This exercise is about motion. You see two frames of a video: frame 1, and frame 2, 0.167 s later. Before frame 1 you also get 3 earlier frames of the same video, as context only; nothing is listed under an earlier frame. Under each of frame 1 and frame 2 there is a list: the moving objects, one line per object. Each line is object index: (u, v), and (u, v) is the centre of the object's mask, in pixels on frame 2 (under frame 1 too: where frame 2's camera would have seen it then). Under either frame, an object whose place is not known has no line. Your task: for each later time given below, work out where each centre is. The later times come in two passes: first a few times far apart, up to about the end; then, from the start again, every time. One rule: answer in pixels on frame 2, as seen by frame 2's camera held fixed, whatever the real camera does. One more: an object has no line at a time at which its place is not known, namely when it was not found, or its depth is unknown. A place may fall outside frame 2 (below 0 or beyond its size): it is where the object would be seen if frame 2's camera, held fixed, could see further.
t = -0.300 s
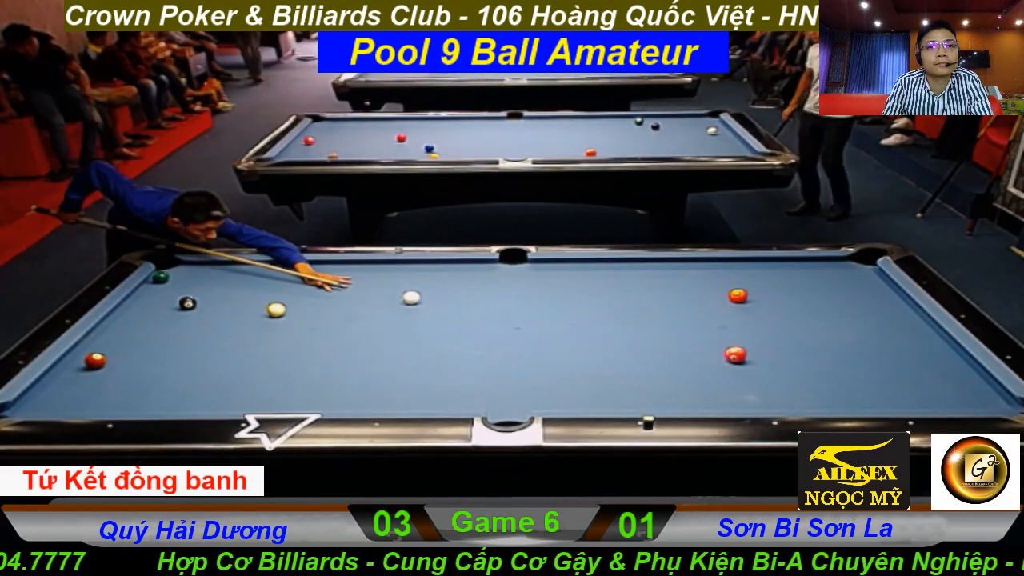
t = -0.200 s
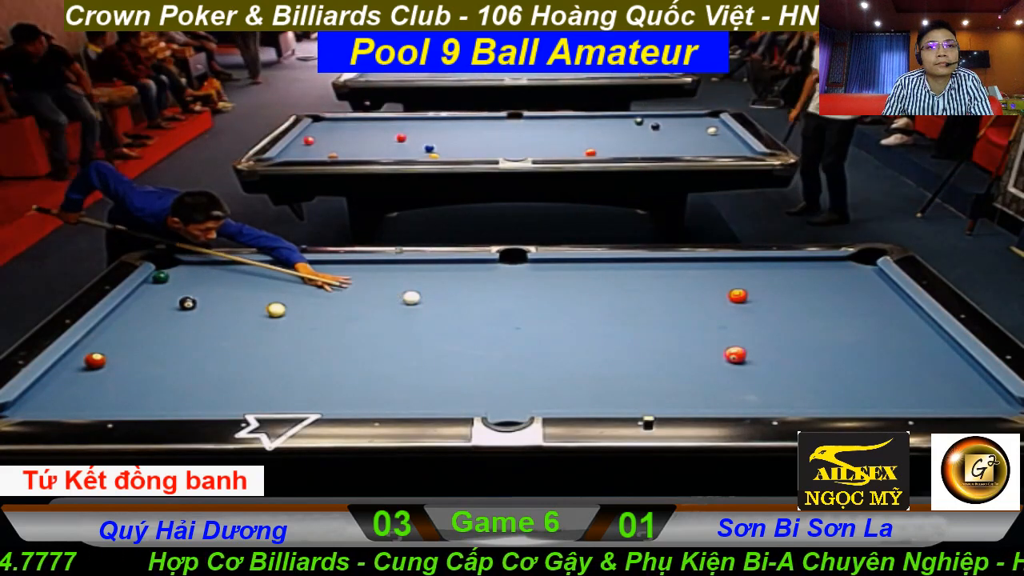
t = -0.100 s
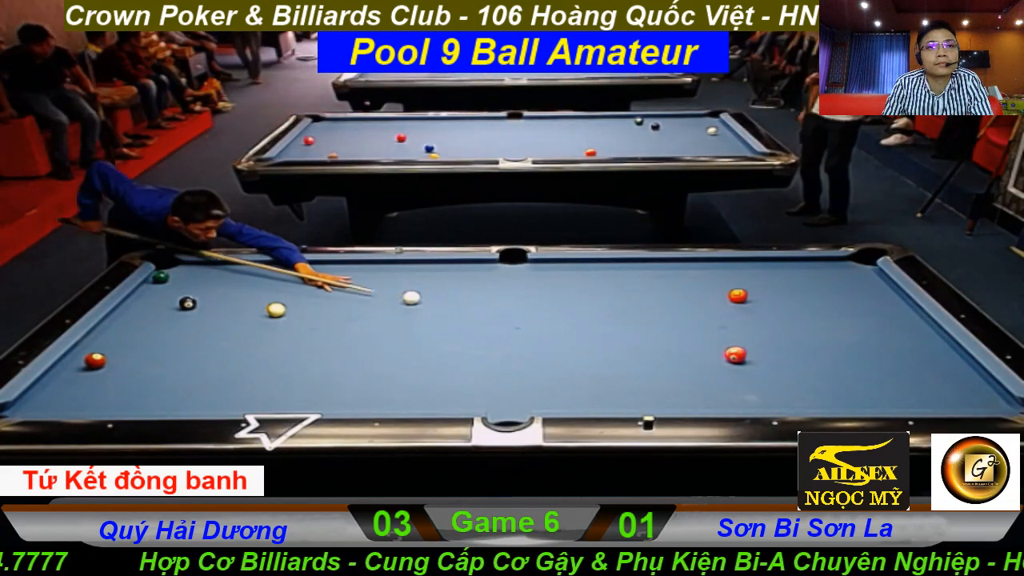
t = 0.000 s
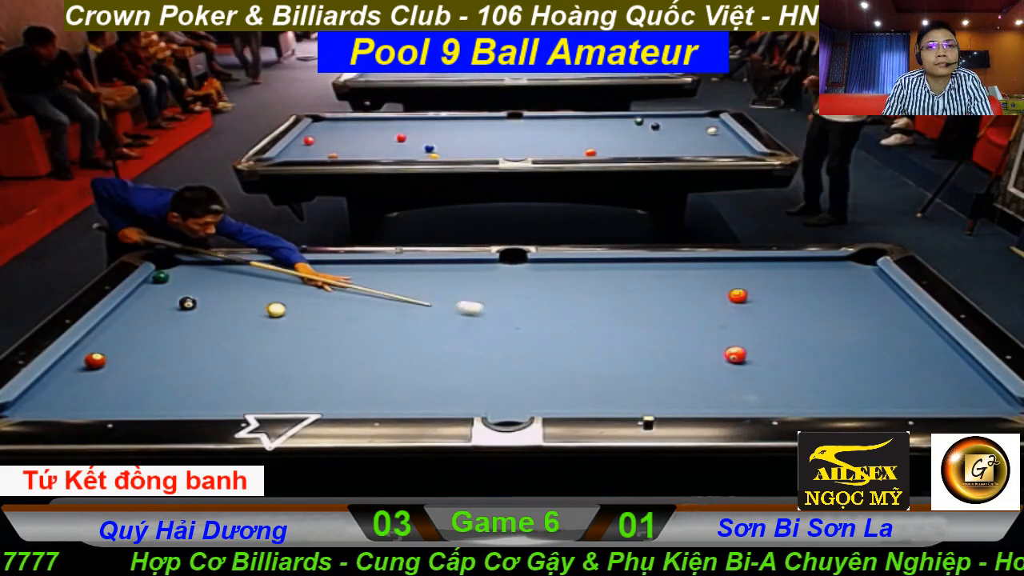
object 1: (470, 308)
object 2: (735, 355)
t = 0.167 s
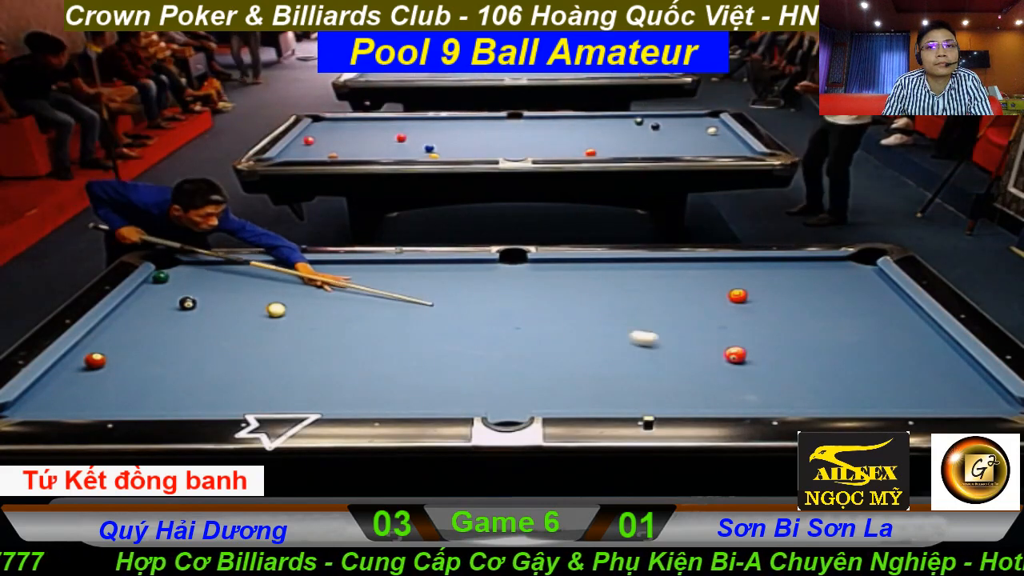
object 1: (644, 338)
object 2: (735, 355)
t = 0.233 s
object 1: (713, 350)
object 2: (737, 355)
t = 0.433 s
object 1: (714, 349)
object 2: (956, 396)
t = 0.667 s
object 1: (711, 347)
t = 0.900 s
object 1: (710, 346)
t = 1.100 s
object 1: (709, 344)
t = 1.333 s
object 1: (708, 344)
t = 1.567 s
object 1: (708, 344)
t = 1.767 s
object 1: (708, 344)
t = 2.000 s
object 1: (708, 344)
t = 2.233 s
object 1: (708, 344)
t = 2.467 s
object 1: (708, 344)
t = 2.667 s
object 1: (708, 344)
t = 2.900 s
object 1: (708, 344)
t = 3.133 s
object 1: (708, 344)
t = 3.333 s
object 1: (708, 344)
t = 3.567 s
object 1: (708, 344)
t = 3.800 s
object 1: (708, 344)
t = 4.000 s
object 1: (708, 344)
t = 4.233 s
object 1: (708, 344)
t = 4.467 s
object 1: (708, 344)
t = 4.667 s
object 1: (708, 344)
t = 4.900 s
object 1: (708, 344)
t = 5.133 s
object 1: (708, 344)
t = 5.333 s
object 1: (708, 344)
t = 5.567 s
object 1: (708, 344)
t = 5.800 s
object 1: (708, 344)
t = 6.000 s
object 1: (708, 344)
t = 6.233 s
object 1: (708, 344)
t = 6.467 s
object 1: (708, 344)
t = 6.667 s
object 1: (708, 344)
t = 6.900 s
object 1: (708, 344)
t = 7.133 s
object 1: (708, 344)
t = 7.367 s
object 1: (708, 344)
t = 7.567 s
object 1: (708, 344)
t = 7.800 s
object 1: (708, 344)
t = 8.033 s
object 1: (708, 344)
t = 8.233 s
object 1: (708, 344)
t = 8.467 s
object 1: (708, 344)
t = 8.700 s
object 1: (708, 344)
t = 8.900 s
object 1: (708, 344)
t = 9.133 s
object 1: (708, 344)
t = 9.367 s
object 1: (708, 344)
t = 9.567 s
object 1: (708, 344)
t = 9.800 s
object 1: (708, 344)
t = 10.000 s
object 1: (708, 344)
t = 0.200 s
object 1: (680, 345)
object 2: (735, 355)
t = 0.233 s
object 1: (713, 350)
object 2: (737, 355)
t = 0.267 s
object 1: (716, 351)
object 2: (771, 361)
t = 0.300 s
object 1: (716, 350)
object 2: (808, 368)
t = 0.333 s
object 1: (715, 350)
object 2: (844, 375)
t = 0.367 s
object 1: (715, 350)
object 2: (881, 382)
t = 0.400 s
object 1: (714, 349)
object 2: (919, 389)
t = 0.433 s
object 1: (714, 349)
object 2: (956, 396)
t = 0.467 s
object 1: (714, 349)
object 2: (994, 401)
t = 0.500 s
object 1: (713, 348)
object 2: (1019, 407)
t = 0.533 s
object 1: (713, 348)
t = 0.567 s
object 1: (712, 348)
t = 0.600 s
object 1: (712, 348)
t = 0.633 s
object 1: (712, 347)
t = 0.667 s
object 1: (711, 347)
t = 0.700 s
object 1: (711, 347)
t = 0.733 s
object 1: (711, 346)
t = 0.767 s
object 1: (711, 346)
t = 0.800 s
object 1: (710, 346)
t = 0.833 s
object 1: (710, 346)
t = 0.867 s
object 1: (710, 346)
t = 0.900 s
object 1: (710, 346)
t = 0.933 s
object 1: (710, 345)
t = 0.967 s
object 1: (710, 345)
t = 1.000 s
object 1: (709, 345)
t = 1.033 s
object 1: (709, 345)
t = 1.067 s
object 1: (709, 345)
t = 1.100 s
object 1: (709, 344)
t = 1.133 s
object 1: (709, 344)
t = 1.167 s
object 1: (709, 344)
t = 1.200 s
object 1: (709, 344)
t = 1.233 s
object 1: (709, 344)
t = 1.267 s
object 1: (708, 344)
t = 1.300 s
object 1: (708, 344)
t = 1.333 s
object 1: (708, 344)
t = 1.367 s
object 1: (708, 344)
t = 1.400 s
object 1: (708, 344)
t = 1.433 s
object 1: (708, 344)
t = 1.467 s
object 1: (708, 344)
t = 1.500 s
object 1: (708, 344)
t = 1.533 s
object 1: (708, 344)
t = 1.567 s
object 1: (708, 344)
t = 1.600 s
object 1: (708, 344)
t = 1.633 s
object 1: (708, 344)
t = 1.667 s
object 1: (708, 344)
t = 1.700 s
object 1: (708, 344)
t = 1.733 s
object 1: (708, 344)
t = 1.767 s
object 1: (708, 344)
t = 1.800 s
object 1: (708, 344)
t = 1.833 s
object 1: (708, 344)
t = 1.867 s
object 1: (708, 344)
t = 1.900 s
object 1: (708, 344)
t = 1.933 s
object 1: (708, 344)
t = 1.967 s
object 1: (708, 344)
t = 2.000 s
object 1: (708, 344)
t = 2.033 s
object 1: (708, 344)
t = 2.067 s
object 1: (708, 344)
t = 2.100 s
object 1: (708, 344)
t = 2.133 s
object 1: (708, 344)
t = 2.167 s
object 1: (708, 344)
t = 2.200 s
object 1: (708, 344)
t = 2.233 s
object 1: (708, 344)
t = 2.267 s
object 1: (708, 344)
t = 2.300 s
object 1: (708, 344)
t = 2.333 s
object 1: (708, 344)
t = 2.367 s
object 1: (708, 344)
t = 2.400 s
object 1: (708, 344)
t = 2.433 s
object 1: (708, 344)
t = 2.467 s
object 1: (708, 344)
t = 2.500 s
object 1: (708, 344)
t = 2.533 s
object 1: (708, 344)
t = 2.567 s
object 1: (708, 344)
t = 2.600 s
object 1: (708, 344)
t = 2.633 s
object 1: (708, 344)
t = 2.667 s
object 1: (708, 344)
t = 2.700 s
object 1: (708, 344)
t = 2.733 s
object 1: (708, 344)
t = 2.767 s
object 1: (708, 344)
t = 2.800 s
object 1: (708, 344)
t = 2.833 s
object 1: (708, 344)
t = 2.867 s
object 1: (708, 344)
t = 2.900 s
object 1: (708, 344)
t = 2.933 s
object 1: (708, 344)
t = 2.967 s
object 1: (708, 344)
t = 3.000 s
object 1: (708, 344)
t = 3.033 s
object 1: (708, 344)
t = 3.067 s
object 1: (708, 344)
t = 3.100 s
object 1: (708, 344)
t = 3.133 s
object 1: (708, 344)
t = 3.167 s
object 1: (708, 344)
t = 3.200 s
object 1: (708, 344)
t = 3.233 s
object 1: (708, 344)
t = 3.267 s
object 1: (708, 344)
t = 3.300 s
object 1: (708, 344)
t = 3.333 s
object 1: (708, 344)
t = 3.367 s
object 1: (708, 344)
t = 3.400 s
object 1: (708, 344)
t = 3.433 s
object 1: (708, 344)
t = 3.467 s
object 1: (708, 344)
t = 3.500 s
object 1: (708, 344)
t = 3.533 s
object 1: (708, 344)
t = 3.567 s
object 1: (708, 344)
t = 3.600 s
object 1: (708, 344)
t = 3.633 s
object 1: (708, 344)
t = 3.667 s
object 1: (708, 344)
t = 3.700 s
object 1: (708, 344)
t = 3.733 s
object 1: (708, 344)
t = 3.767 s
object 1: (708, 344)
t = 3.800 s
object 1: (708, 344)
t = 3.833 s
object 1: (708, 344)
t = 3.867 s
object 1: (708, 344)
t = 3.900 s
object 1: (708, 344)
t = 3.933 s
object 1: (708, 344)
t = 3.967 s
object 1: (708, 344)
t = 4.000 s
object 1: (708, 344)
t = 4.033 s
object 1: (708, 344)
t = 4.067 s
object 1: (708, 344)
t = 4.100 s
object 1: (708, 344)
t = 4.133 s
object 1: (708, 344)
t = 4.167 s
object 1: (708, 344)
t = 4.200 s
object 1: (708, 344)
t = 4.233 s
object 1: (708, 344)
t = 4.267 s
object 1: (708, 344)
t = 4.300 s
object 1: (708, 344)
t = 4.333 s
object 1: (708, 344)
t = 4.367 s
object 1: (708, 344)
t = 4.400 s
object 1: (708, 344)
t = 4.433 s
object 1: (708, 344)
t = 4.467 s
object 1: (708, 344)
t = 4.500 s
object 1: (708, 344)
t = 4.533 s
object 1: (708, 344)
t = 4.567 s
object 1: (708, 344)
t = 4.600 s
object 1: (708, 344)
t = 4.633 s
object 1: (708, 344)
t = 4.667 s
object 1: (708, 344)
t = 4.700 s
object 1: (708, 344)
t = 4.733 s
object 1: (708, 344)
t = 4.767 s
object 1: (708, 344)
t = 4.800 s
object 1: (708, 344)
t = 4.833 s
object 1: (708, 344)
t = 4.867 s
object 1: (708, 344)
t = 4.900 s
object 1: (708, 344)
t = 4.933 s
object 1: (708, 344)
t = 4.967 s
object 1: (708, 344)
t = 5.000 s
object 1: (708, 344)
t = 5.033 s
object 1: (706, 344)
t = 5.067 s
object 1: (710, 345)
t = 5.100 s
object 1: (709, 344)
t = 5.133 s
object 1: (708, 344)
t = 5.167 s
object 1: (708, 344)
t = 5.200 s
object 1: (708, 344)
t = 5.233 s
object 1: (708, 344)
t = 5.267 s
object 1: (708, 344)
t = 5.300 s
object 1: (708, 344)
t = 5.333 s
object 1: (708, 344)
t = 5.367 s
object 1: (708, 344)
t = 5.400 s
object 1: (708, 344)
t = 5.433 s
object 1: (708, 344)
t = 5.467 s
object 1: (708, 344)
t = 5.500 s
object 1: (708, 344)
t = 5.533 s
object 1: (708, 344)
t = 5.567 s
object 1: (708, 344)
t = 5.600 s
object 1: (708, 344)
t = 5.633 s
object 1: (708, 344)
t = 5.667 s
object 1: (708, 344)
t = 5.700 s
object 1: (708, 344)
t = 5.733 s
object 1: (708, 344)
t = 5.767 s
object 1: (708, 344)
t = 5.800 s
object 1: (708, 344)
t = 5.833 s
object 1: (708, 344)
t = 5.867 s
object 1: (708, 344)
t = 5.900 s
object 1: (708, 344)
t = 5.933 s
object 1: (708, 344)
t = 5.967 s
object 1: (708, 344)
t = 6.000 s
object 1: (708, 344)
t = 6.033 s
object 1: (708, 344)
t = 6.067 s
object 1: (708, 344)
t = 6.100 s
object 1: (708, 344)
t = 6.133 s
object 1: (708, 344)
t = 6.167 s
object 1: (708, 344)
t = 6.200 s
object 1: (708, 344)
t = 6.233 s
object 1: (708, 344)
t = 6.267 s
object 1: (708, 344)
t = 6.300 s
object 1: (708, 344)
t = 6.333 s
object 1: (708, 344)
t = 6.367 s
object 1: (708, 344)
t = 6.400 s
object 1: (708, 344)
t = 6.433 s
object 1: (708, 344)
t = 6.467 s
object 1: (708, 344)
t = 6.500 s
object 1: (708, 344)
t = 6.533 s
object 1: (708, 344)
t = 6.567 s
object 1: (708, 344)
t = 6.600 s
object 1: (708, 344)
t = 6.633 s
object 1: (708, 344)
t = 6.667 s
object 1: (708, 344)
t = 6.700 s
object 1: (708, 344)
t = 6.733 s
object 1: (708, 344)
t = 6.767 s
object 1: (708, 344)
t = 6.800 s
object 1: (708, 344)
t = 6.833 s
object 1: (708, 344)
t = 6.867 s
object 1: (708, 344)
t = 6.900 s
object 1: (708, 344)
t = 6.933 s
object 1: (708, 344)
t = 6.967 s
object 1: (708, 344)
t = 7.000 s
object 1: (708, 344)
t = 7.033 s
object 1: (708, 344)
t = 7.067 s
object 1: (708, 344)
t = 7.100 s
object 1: (708, 344)
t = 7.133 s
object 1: (708, 344)
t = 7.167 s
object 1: (708, 344)
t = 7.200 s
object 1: (708, 344)
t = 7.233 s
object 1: (708, 344)
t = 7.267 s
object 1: (708, 344)
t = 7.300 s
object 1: (708, 344)
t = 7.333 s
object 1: (708, 344)
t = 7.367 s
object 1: (708, 344)
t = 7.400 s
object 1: (708, 344)
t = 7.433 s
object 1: (708, 344)
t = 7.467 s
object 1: (708, 344)
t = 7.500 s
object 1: (708, 344)
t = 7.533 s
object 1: (708, 344)
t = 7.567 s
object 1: (708, 344)
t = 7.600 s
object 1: (708, 344)
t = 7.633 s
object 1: (708, 344)
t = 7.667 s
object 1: (708, 344)
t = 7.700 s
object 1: (708, 344)
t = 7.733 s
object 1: (708, 344)
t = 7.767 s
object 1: (708, 344)
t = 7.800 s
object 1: (708, 344)
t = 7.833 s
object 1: (708, 344)
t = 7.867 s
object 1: (708, 344)
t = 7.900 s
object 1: (708, 344)
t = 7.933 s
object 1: (708, 344)
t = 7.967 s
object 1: (708, 344)
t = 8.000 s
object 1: (708, 344)
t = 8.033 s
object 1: (708, 344)
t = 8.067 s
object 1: (708, 344)
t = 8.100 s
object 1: (708, 344)
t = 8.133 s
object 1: (708, 344)
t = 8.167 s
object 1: (708, 344)
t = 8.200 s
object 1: (708, 344)
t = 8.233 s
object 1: (708, 344)
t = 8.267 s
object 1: (708, 344)
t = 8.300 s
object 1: (708, 344)
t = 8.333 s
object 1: (708, 344)
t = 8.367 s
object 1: (708, 344)
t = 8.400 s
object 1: (708, 344)
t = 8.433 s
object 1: (708, 344)
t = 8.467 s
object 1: (708, 344)
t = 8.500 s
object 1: (708, 344)
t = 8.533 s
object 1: (708, 344)
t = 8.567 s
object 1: (708, 344)
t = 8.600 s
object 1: (708, 344)
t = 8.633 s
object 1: (708, 344)
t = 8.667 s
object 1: (708, 344)
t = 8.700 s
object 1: (708, 344)
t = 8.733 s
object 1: (708, 344)
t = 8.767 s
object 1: (708, 344)
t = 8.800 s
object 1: (708, 344)
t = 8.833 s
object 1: (708, 344)
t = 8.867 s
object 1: (708, 344)
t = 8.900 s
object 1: (708, 344)
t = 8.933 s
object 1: (708, 344)
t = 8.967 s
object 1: (708, 344)
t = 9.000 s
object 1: (708, 344)
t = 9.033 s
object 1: (708, 344)
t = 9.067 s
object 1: (708, 344)
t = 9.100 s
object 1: (708, 344)
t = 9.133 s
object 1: (708, 344)
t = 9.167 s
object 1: (708, 344)
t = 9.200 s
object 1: (708, 344)
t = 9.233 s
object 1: (708, 344)
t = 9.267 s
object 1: (708, 344)
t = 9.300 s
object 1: (708, 344)
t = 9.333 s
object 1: (708, 344)
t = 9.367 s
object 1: (708, 344)
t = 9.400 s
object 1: (708, 344)
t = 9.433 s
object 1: (708, 344)
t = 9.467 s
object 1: (708, 344)
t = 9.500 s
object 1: (708, 344)
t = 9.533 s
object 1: (708, 344)
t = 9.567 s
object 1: (708, 344)
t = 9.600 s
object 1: (708, 344)
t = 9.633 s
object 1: (708, 344)
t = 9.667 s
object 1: (708, 344)
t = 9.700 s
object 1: (708, 344)
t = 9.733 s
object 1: (708, 344)
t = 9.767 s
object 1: (708, 344)
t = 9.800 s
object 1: (708, 344)
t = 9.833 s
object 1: (708, 344)
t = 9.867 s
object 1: (708, 344)
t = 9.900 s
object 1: (708, 344)
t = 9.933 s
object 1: (708, 344)
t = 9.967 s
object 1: (708, 344)
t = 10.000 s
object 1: (708, 344)
